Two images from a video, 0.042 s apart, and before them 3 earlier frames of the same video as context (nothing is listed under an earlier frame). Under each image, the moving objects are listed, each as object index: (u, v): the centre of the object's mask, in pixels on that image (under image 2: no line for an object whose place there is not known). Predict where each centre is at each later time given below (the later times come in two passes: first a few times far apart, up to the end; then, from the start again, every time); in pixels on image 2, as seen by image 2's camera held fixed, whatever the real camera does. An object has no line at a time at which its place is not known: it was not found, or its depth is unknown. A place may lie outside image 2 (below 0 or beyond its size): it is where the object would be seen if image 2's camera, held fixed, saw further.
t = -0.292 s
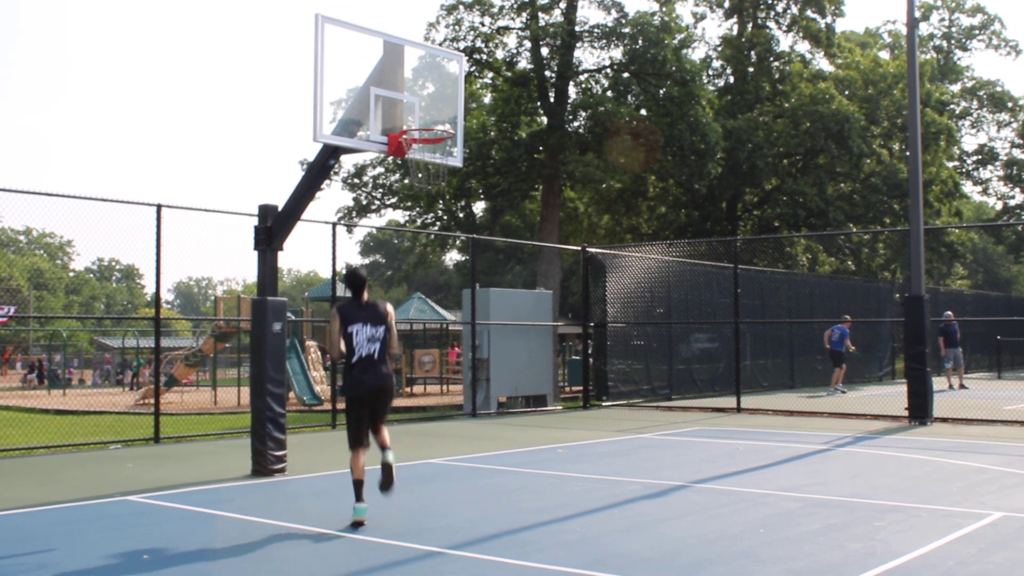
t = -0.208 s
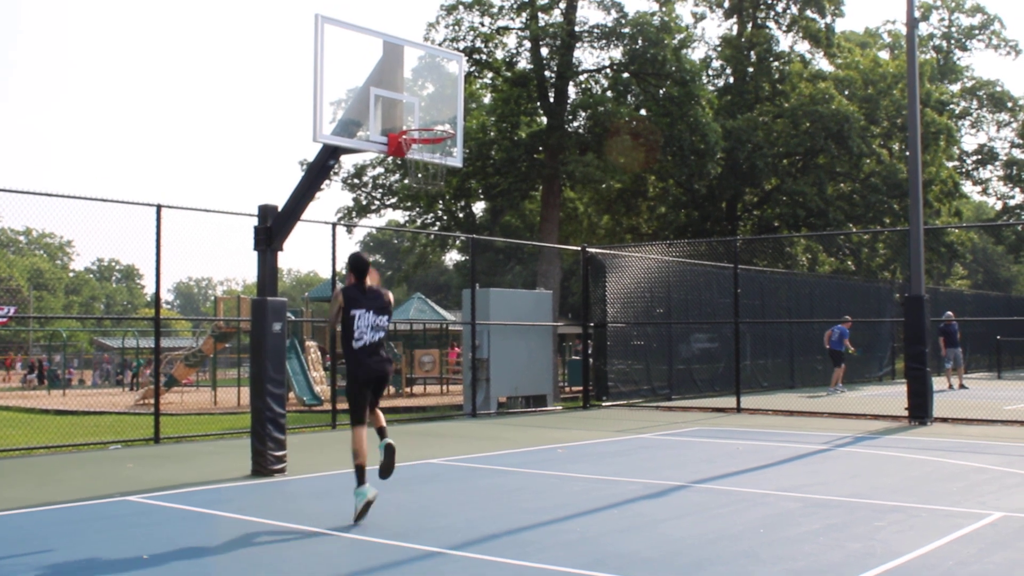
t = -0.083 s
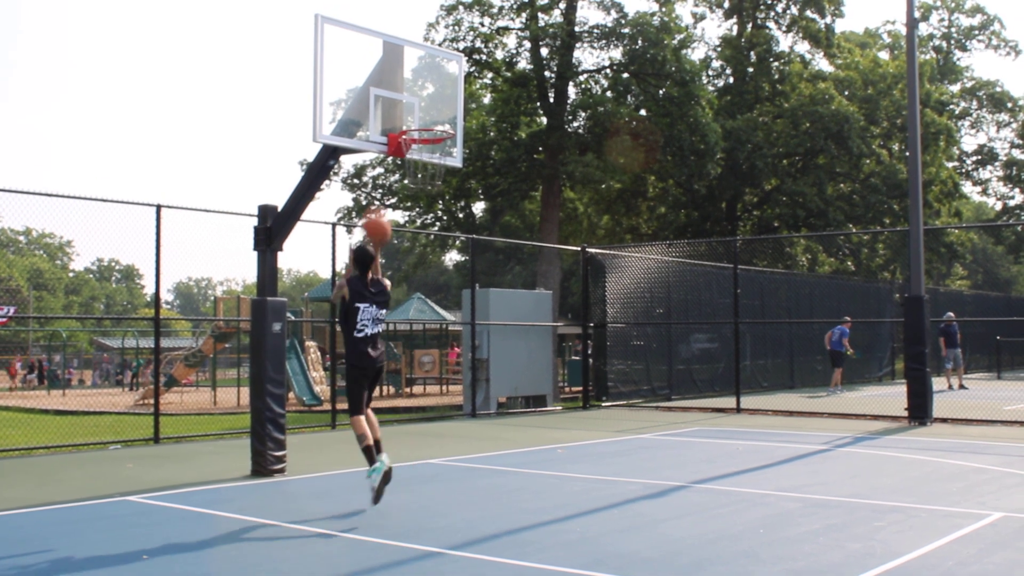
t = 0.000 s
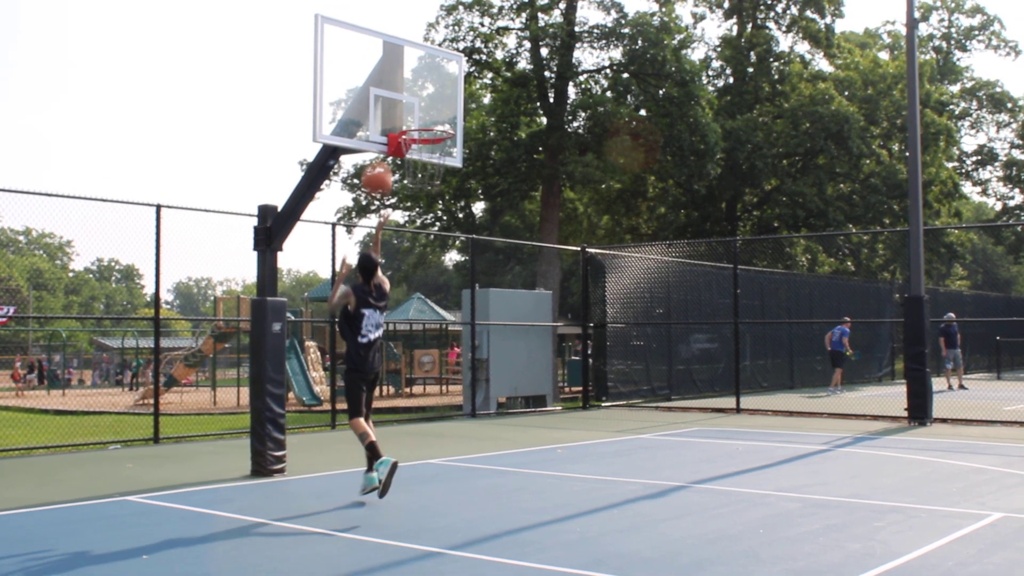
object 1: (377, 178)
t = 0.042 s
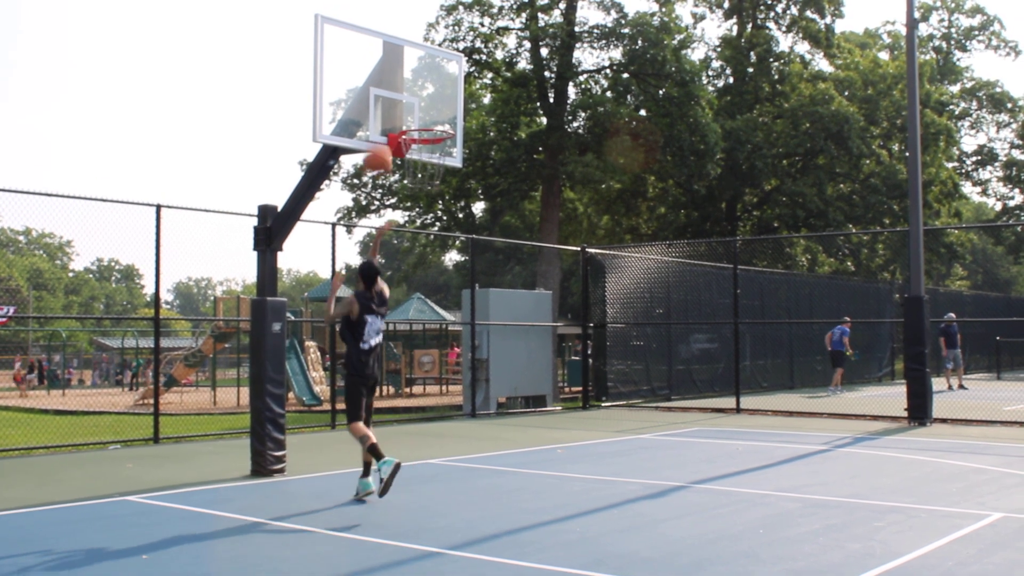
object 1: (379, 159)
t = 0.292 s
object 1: (378, 90)
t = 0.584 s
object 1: (401, 108)
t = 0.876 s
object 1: (444, 119)
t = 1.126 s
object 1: (440, 128)
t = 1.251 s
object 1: (433, 150)
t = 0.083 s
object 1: (379, 141)
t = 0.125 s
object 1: (378, 126)
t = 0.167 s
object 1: (378, 114)
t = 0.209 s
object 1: (378, 105)
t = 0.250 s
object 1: (378, 96)
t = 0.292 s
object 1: (378, 90)
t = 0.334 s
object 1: (378, 86)
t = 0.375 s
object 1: (378, 85)
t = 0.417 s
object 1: (382, 85)
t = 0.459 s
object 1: (387, 88)
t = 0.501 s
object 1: (392, 93)
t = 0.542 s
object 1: (397, 100)
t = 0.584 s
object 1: (401, 108)
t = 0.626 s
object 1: (406, 118)
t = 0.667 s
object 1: (414, 117)
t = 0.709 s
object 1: (422, 116)
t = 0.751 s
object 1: (430, 116)
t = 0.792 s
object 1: (437, 118)
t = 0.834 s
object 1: (444, 122)
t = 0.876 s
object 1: (444, 119)
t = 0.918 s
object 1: (444, 116)
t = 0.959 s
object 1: (443, 114)
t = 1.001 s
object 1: (442, 115)
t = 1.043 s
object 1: (442, 117)
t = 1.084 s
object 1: (441, 120)
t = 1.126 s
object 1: (440, 128)
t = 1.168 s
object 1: (439, 134)
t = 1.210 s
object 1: (435, 142)
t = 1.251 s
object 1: (433, 150)
